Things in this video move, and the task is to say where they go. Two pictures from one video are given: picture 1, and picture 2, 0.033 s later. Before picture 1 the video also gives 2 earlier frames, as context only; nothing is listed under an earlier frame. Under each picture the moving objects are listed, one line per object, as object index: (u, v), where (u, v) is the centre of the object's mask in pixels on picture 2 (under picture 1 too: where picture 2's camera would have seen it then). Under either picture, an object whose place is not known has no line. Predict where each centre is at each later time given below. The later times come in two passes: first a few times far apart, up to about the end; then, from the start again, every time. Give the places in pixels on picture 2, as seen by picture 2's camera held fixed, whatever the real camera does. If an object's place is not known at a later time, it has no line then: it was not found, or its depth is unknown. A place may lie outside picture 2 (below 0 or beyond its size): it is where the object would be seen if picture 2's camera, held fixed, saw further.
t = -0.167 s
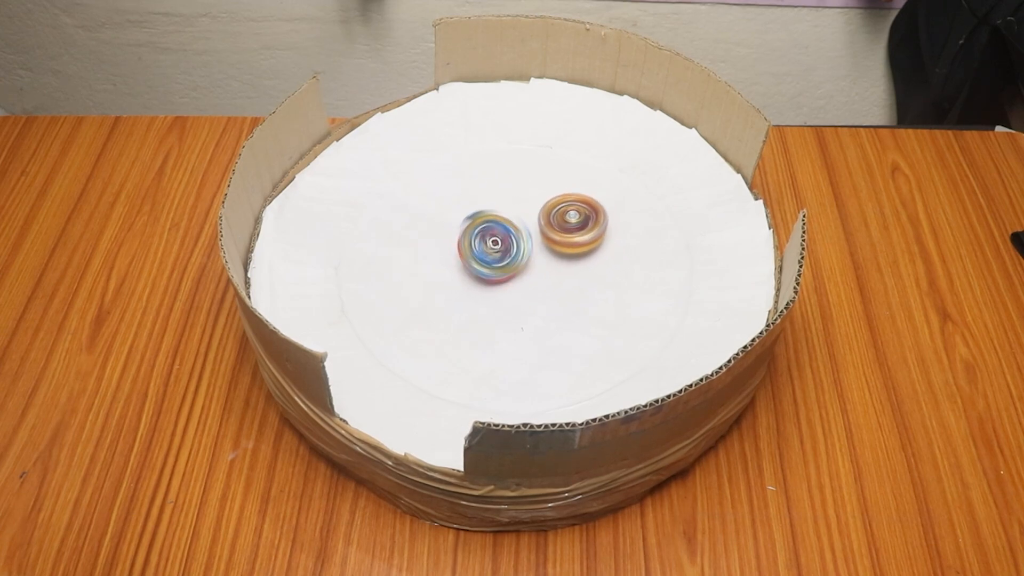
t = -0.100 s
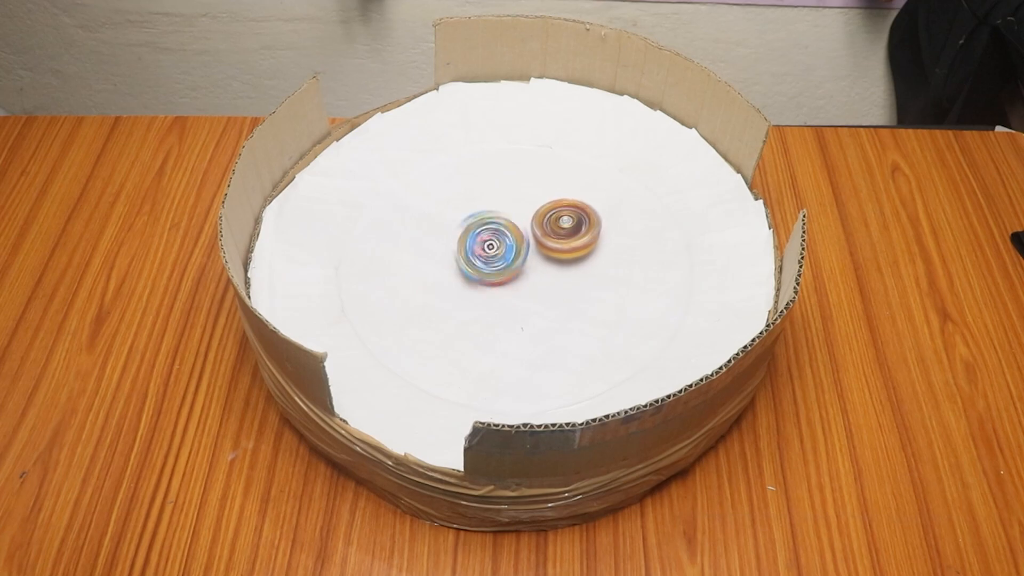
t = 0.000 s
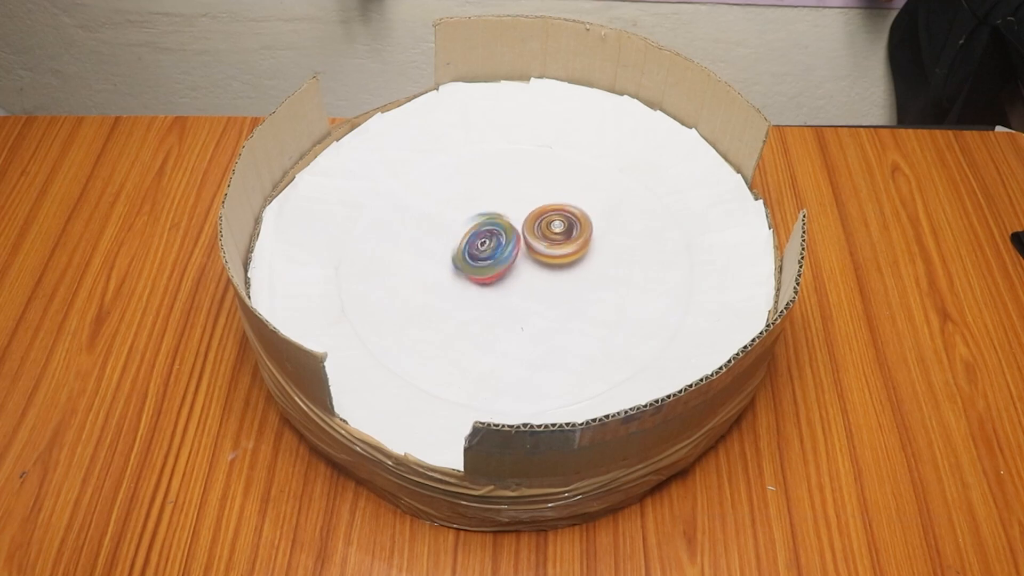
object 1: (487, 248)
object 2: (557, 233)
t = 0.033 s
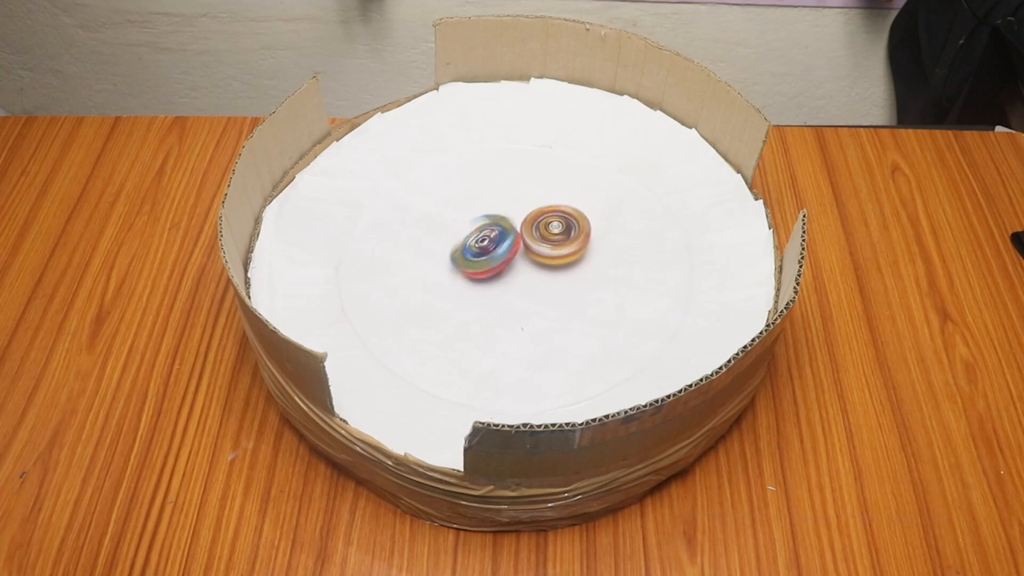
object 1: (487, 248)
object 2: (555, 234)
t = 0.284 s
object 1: (435, 258)
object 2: (578, 238)
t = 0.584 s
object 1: (422, 243)
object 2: (566, 239)
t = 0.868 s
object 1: (465, 242)
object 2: (550, 255)
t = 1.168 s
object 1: (500, 213)
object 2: (575, 265)
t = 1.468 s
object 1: (499, 204)
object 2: (552, 274)
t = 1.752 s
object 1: (478, 222)
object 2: (545, 288)
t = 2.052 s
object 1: (475, 222)
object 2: (550, 287)
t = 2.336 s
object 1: (500, 218)
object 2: (567, 266)
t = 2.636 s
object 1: (502, 219)
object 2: (583, 237)
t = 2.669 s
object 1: (502, 219)
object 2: (583, 232)
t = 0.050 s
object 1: (486, 248)
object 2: (556, 235)
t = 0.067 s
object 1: (484, 249)
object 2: (559, 236)
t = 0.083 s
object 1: (480, 250)
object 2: (563, 236)
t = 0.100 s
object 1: (474, 250)
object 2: (567, 236)
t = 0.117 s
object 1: (470, 251)
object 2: (569, 237)
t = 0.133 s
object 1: (467, 252)
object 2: (570, 237)
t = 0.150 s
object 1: (463, 253)
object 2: (571, 237)
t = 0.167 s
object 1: (460, 254)
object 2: (572, 238)
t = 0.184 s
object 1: (456, 254)
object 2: (572, 238)
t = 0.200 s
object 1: (453, 255)
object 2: (573, 238)
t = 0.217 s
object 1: (449, 256)
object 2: (574, 238)
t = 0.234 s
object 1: (445, 257)
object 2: (575, 238)
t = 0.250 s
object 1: (442, 257)
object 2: (576, 238)
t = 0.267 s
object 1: (438, 258)
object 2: (577, 239)
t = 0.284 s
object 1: (435, 258)
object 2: (578, 238)
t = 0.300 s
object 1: (433, 257)
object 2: (578, 238)
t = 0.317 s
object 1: (431, 257)
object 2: (578, 238)
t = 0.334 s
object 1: (428, 257)
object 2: (578, 237)
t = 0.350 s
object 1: (426, 255)
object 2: (578, 236)
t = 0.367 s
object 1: (424, 255)
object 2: (578, 235)
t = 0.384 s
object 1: (421, 254)
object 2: (578, 235)
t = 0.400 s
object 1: (420, 253)
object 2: (577, 235)
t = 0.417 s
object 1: (418, 253)
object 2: (577, 235)
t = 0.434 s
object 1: (418, 252)
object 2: (576, 236)
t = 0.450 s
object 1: (420, 252)
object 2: (575, 236)
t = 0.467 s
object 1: (420, 250)
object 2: (574, 236)
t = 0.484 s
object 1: (421, 248)
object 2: (573, 237)
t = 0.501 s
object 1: (420, 248)
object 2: (572, 238)
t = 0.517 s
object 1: (420, 246)
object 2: (571, 238)
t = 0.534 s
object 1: (420, 244)
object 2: (570, 239)
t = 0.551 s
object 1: (420, 244)
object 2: (569, 239)
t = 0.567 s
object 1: (421, 243)
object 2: (568, 239)
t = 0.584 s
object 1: (422, 243)
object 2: (566, 239)
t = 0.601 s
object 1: (423, 244)
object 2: (565, 240)
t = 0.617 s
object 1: (424, 244)
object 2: (564, 241)
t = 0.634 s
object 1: (425, 241)
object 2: (563, 242)
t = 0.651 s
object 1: (426, 239)
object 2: (561, 243)
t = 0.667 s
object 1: (428, 238)
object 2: (561, 244)
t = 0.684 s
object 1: (431, 238)
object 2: (561, 245)
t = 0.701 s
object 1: (433, 240)
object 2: (562, 247)
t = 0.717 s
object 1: (436, 241)
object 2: (561, 248)
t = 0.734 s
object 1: (439, 241)
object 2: (561, 249)
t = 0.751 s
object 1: (441, 242)
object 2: (560, 250)
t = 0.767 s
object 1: (444, 242)
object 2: (559, 251)
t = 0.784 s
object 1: (447, 241)
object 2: (558, 252)
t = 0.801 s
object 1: (450, 240)
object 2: (557, 253)
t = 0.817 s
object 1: (453, 241)
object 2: (555, 254)
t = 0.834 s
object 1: (457, 241)
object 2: (554, 255)
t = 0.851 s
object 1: (461, 241)
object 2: (552, 255)
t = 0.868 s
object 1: (465, 242)
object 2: (550, 255)
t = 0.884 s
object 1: (470, 242)
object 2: (548, 256)
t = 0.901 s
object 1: (474, 241)
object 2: (548, 256)
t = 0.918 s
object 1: (473, 240)
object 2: (553, 259)
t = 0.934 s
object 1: (472, 238)
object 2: (557, 261)
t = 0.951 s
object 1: (472, 234)
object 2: (561, 263)
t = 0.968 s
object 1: (473, 232)
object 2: (563, 264)
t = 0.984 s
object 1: (475, 230)
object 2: (565, 266)
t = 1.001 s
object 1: (477, 230)
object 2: (566, 267)
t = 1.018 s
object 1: (480, 229)
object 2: (568, 268)
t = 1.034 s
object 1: (482, 227)
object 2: (568, 269)
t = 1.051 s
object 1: (484, 226)
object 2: (570, 270)
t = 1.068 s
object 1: (487, 224)
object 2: (571, 270)
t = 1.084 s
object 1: (491, 223)
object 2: (572, 269)
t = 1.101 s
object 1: (493, 222)
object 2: (573, 269)
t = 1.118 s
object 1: (496, 220)
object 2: (573, 268)
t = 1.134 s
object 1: (498, 217)
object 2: (574, 267)
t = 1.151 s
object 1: (499, 214)
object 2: (574, 266)
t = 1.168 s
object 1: (500, 213)
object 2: (575, 265)
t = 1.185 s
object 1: (501, 211)
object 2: (575, 264)
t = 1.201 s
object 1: (501, 209)
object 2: (574, 263)
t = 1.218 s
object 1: (501, 207)
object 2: (574, 263)
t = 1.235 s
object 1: (501, 206)
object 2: (573, 263)
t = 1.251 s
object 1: (500, 205)
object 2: (572, 263)
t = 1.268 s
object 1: (499, 203)
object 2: (570, 264)
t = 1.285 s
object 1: (498, 203)
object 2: (568, 264)
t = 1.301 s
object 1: (498, 202)
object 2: (566, 265)
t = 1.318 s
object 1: (497, 201)
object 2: (565, 266)
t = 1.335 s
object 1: (497, 201)
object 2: (564, 267)
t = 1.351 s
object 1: (497, 201)
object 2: (562, 268)
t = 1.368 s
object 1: (497, 201)
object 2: (561, 269)
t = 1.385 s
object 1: (497, 201)
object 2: (558, 271)
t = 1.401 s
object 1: (497, 201)
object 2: (557, 272)
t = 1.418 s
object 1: (498, 202)
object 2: (555, 273)
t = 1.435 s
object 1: (498, 202)
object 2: (554, 273)
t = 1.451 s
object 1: (498, 203)
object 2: (553, 273)
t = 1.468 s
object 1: (499, 204)
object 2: (552, 274)
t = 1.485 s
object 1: (500, 206)
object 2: (551, 274)
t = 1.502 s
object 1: (500, 207)
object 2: (549, 275)
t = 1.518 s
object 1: (501, 209)
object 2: (549, 275)
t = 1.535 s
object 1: (501, 212)
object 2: (548, 276)
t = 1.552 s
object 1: (500, 214)
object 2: (547, 277)
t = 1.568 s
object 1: (499, 216)
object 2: (546, 278)
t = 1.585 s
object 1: (498, 218)
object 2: (545, 279)
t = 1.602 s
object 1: (496, 219)
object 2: (546, 280)
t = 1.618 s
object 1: (494, 220)
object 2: (546, 281)
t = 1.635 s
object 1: (492, 221)
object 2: (546, 282)
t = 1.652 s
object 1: (490, 221)
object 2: (546, 284)
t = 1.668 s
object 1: (488, 222)
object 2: (547, 285)
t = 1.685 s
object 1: (486, 222)
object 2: (547, 286)
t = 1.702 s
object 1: (484, 222)
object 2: (547, 287)
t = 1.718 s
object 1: (482, 222)
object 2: (546, 287)
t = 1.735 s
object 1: (480, 222)
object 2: (545, 287)
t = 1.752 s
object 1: (478, 222)
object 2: (545, 288)
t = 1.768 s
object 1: (476, 222)
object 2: (543, 288)
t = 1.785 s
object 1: (474, 222)
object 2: (543, 289)
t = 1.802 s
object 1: (473, 221)
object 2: (542, 289)
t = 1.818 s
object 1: (471, 221)
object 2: (541, 289)
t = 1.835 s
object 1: (470, 220)
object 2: (540, 290)
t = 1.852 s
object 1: (469, 219)
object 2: (540, 291)
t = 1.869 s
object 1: (468, 219)
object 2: (540, 291)
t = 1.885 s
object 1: (468, 218)
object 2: (540, 292)
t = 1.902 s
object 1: (468, 218)
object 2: (542, 292)
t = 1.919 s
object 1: (468, 218)
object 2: (543, 292)
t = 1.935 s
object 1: (468, 218)
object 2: (544, 292)
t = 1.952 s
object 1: (469, 219)
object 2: (546, 291)
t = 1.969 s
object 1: (469, 220)
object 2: (546, 291)
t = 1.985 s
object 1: (470, 220)
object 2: (547, 290)
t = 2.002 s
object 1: (471, 221)
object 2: (547, 289)
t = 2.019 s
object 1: (472, 221)
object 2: (548, 288)
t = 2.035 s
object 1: (474, 222)
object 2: (549, 288)
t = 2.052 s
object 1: (475, 222)
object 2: (550, 287)
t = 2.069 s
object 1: (477, 222)
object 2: (552, 286)
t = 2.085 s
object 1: (478, 223)
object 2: (554, 286)
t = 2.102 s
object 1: (480, 223)
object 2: (555, 284)
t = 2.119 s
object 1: (481, 222)
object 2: (557, 283)
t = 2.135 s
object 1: (483, 222)
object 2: (559, 282)
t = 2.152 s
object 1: (484, 222)
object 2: (560, 280)
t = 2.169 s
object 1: (485, 222)
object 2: (561, 279)
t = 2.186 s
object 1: (487, 222)
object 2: (561, 278)
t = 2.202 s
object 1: (489, 222)
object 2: (561, 276)
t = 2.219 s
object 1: (490, 222)
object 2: (562, 275)
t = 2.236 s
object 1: (491, 221)
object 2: (563, 274)
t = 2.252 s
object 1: (493, 221)
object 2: (564, 272)
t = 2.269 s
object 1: (494, 220)
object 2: (565, 270)
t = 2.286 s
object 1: (495, 220)
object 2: (565, 269)
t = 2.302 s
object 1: (497, 219)
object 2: (566, 269)
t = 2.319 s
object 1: (498, 219)
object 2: (567, 268)
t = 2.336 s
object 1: (500, 218)
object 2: (567, 266)
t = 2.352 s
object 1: (501, 218)
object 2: (568, 265)
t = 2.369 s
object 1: (502, 217)
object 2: (568, 263)
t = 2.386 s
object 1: (502, 216)
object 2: (569, 262)
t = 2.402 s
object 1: (502, 216)
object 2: (570, 261)
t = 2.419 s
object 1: (502, 216)
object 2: (570, 259)
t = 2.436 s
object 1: (502, 216)
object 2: (571, 258)
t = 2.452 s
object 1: (502, 217)
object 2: (573, 257)
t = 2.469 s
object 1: (502, 217)
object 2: (574, 255)
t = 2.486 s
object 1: (501, 218)
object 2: (575, 254)
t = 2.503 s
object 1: (501, 219)
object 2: (577, 253)
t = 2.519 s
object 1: (500, 220)
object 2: (578, 251)
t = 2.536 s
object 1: (499, 220)
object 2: (579, 249)
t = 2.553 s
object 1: (499, 220)
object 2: (581, 247)
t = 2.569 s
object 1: (499, 220)
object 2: (582, 245)
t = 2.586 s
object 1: (500, 220)
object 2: (583, 243)
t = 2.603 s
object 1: (501, 220)
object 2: (583, 241)
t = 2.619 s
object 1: (501, 219)
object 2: (583, 239)
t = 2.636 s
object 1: (502, 219)
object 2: (583, 237)
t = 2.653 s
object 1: (502, 219)
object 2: (583, 235)
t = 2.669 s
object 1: (502, 219)
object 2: (583, 232)
